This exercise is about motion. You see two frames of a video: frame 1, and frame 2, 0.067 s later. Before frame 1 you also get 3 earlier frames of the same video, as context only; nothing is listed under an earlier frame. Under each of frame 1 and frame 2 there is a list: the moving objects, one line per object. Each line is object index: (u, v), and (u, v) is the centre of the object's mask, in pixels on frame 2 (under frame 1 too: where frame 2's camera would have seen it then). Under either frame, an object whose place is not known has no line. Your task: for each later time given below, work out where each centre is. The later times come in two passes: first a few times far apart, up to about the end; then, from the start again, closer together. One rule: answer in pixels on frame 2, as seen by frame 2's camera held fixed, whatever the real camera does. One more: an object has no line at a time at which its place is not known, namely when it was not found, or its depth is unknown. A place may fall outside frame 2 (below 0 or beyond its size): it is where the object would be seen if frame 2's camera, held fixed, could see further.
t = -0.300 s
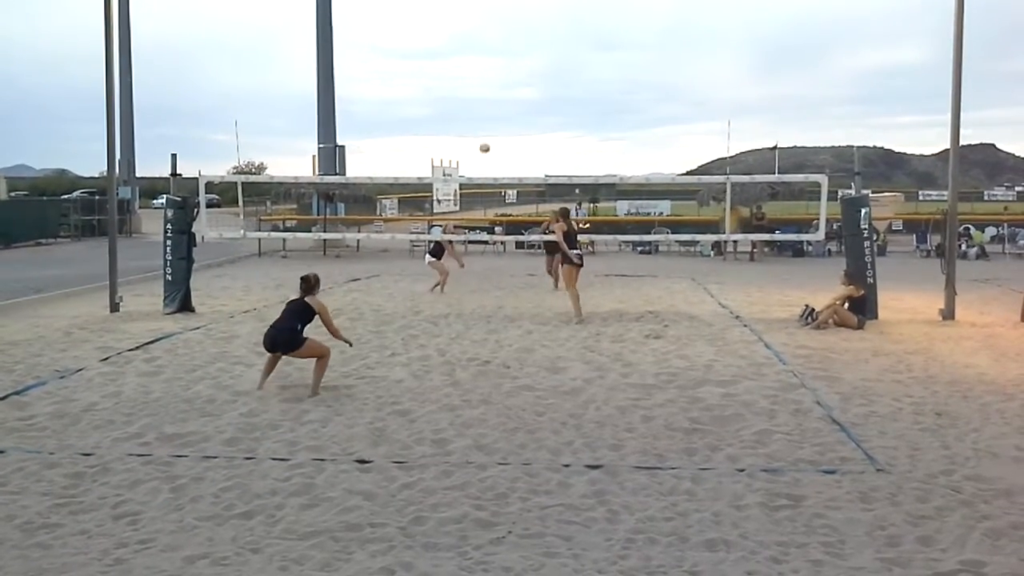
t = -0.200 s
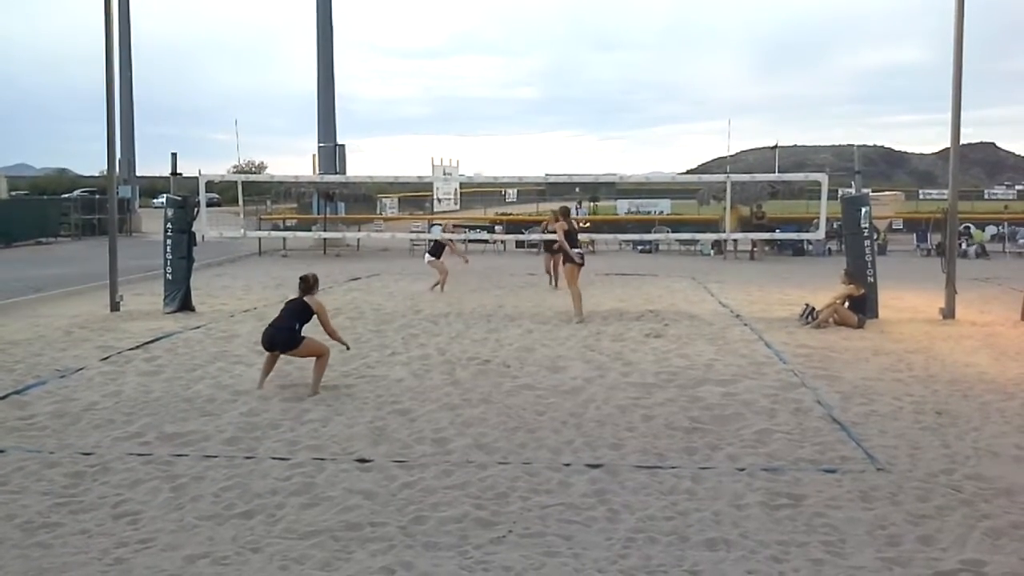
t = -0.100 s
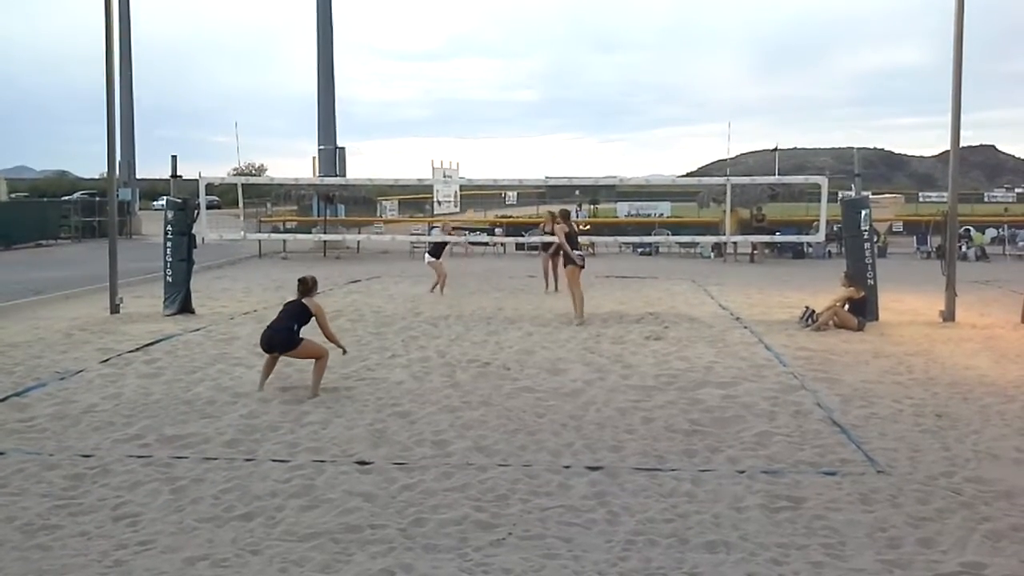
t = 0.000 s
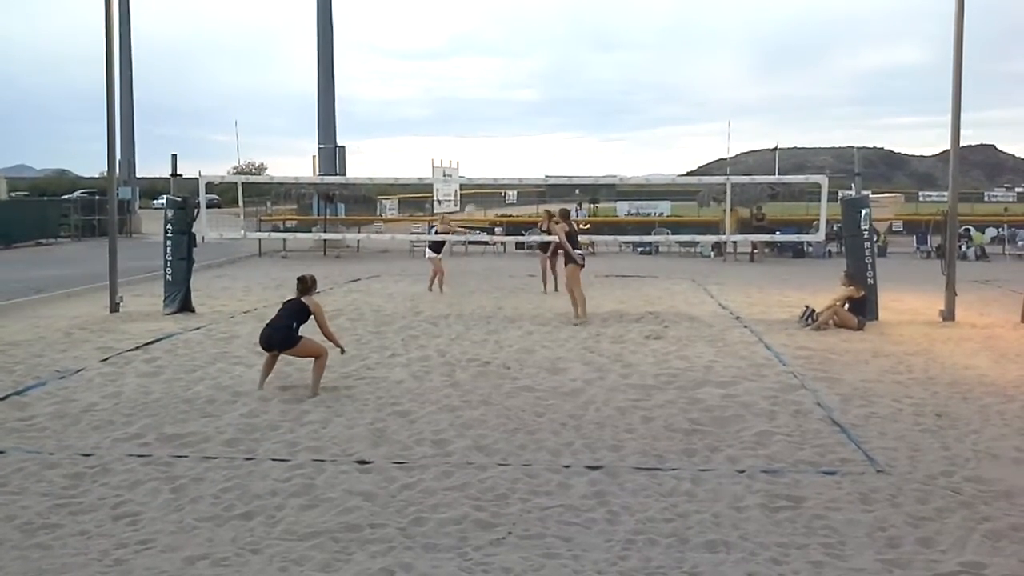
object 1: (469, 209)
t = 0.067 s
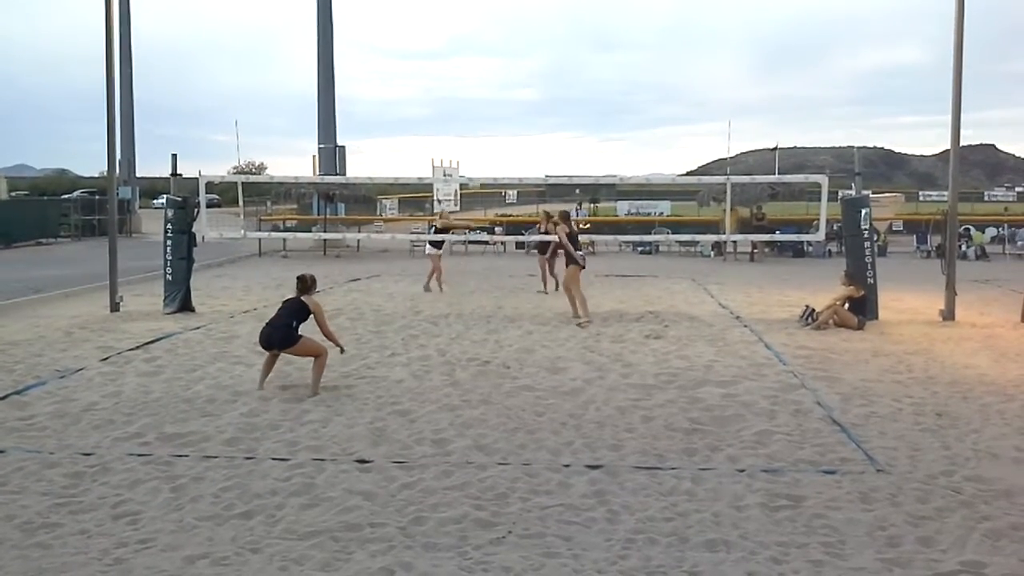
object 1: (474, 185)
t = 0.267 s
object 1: (486, 118)
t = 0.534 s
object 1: (500, 61)
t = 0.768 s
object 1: (511, 41)
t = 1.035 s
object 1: (523, 57)
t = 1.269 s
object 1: (532, 104)
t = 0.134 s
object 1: (478, 160)
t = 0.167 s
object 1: (480, 149)
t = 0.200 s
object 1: (482, 138)
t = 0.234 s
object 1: (484, 128)
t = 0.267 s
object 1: (486, 118)
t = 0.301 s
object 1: (488, 109)
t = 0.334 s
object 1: (489, 100)
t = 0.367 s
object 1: (491, 92)
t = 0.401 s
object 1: (493, 85)
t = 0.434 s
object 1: (495, 78)
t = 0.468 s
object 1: (496, 72)
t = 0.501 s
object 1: (498, 66)
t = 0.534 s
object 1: (500, 61)
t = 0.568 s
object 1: (501, 56)
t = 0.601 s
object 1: (503, 52)
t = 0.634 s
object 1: (505, 49)
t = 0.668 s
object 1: (506, 46)
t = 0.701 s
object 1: (508, 44)
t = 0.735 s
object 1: (509, 42)
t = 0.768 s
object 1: (511, 41)
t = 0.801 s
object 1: (512, 41)
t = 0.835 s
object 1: (514, 41)
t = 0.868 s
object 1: (516, 42)
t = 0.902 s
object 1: (517, 44)
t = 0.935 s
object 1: (519, 46)
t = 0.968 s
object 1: (520, 49)
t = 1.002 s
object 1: (522, 53)
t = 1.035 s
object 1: (523, 57)
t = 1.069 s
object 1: (524, 62)
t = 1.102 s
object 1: (526, 67)
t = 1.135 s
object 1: (527, 73)
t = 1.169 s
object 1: (528, 80)
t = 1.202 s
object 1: (530, 87)
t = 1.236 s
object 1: (531, 95)
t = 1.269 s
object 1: (532, 104)
